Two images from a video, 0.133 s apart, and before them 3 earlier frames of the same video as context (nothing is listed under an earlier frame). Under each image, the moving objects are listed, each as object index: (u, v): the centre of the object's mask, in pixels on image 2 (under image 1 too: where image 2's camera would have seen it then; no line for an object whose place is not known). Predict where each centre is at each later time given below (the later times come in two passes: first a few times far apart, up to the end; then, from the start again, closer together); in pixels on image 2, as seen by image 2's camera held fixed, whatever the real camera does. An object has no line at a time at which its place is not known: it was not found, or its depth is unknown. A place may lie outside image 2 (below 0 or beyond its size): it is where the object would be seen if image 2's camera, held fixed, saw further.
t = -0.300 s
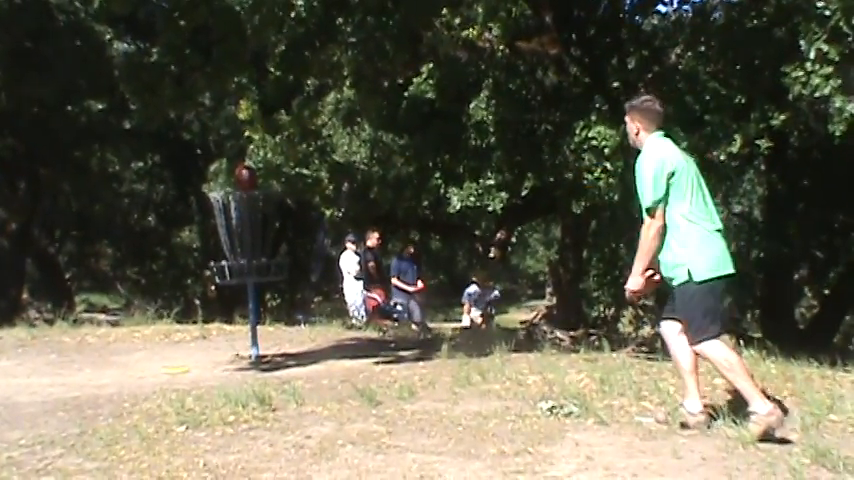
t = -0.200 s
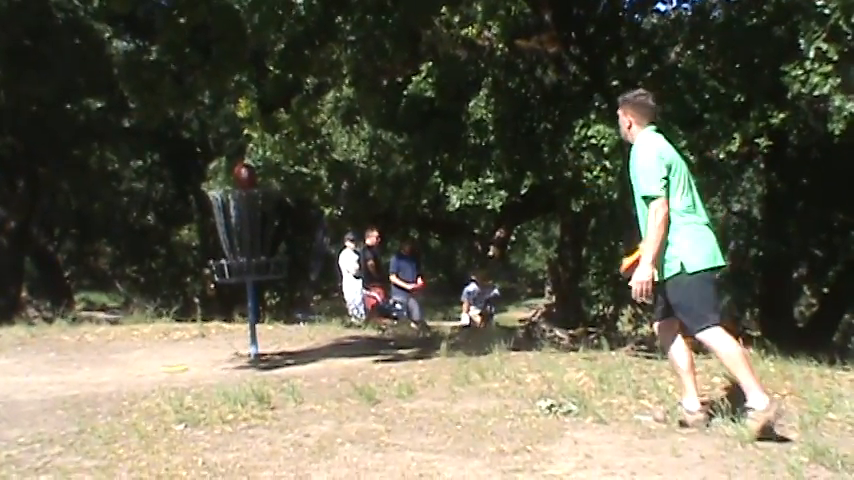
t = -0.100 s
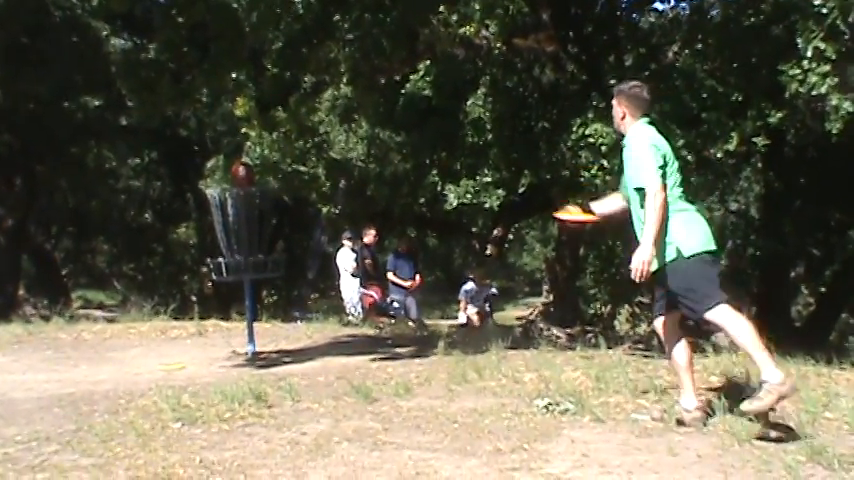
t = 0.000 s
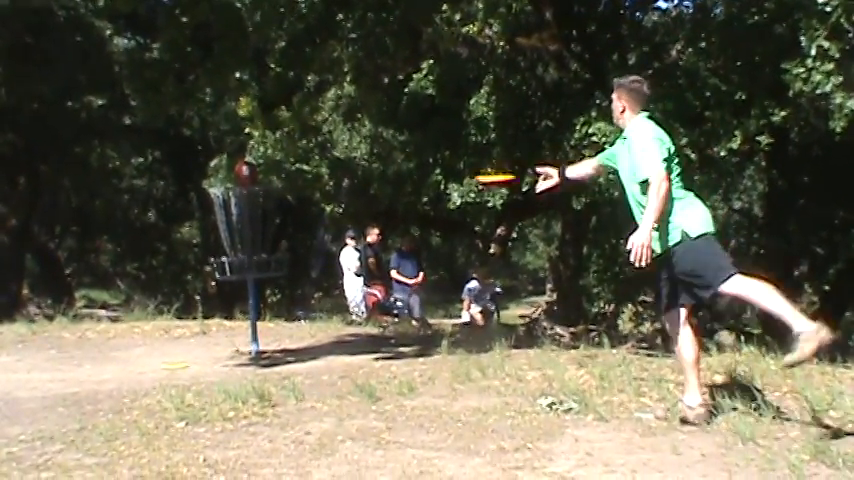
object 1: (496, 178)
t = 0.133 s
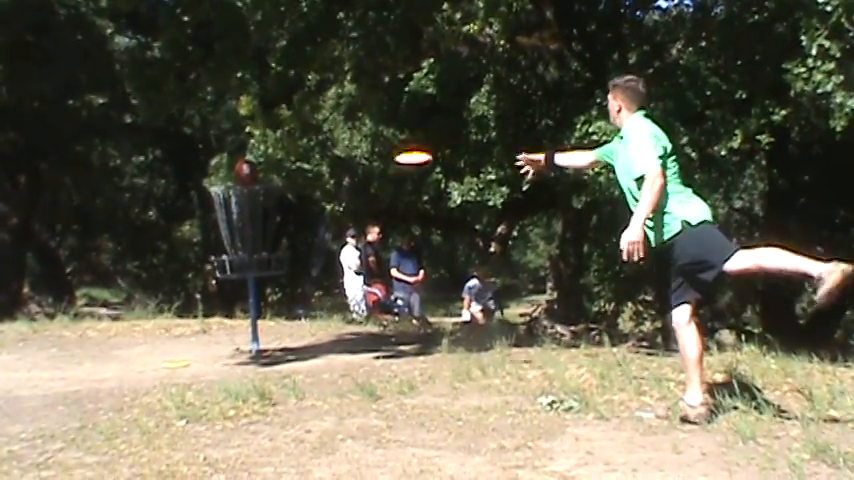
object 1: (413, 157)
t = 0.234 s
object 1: (363, 160)
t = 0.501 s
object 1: (265, 208)
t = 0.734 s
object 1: (261, 240)
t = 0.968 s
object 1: (257, 268)
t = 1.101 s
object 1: (255, 271)
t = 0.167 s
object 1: (396, 156)
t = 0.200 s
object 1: (378, 158)
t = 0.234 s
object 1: (363, 160)
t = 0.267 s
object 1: (344, 165)
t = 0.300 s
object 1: (335, 169)
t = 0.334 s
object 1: (317, 173)
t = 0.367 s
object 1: (304, 177)
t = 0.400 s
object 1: (296, 186)
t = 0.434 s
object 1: (286, 192)
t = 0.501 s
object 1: (265, 208)
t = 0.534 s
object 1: (261, 213)
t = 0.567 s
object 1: (257, 217)
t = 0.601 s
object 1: (256, 221)
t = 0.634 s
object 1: (257, 224)
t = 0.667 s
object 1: (258, 228)
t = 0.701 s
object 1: (259, 234)
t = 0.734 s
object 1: (261, 240)
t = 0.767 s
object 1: (262, 248)
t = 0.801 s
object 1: (263, 258)
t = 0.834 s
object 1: (263, 260)
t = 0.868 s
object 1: (262, 261)
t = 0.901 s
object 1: (259, 262)
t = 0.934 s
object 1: (258, 264)
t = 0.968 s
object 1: (257, 268)
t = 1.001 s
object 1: (256, 270)
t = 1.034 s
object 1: (256, 270)
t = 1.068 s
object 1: (255, 271)
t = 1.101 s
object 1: (255, 271)
